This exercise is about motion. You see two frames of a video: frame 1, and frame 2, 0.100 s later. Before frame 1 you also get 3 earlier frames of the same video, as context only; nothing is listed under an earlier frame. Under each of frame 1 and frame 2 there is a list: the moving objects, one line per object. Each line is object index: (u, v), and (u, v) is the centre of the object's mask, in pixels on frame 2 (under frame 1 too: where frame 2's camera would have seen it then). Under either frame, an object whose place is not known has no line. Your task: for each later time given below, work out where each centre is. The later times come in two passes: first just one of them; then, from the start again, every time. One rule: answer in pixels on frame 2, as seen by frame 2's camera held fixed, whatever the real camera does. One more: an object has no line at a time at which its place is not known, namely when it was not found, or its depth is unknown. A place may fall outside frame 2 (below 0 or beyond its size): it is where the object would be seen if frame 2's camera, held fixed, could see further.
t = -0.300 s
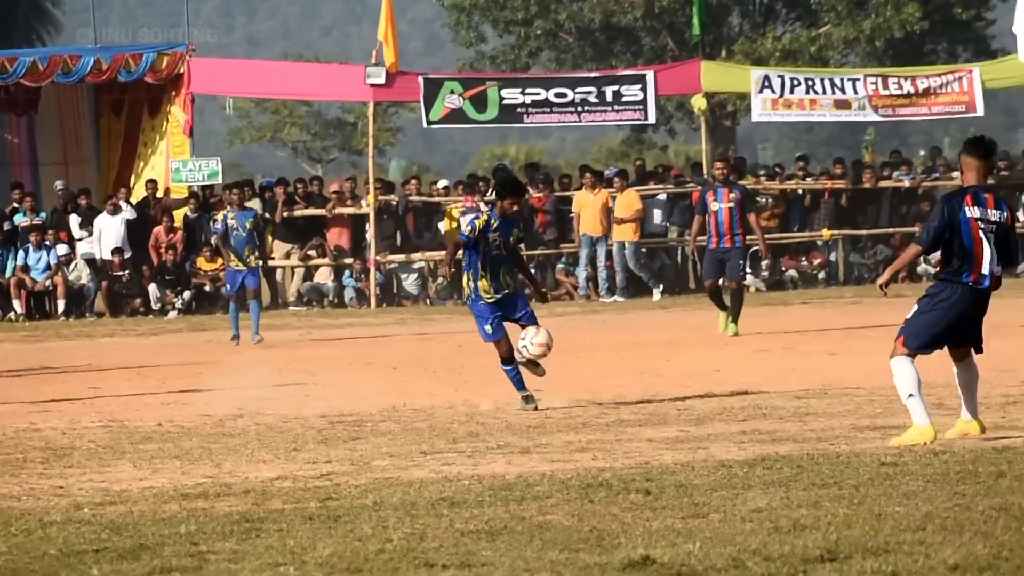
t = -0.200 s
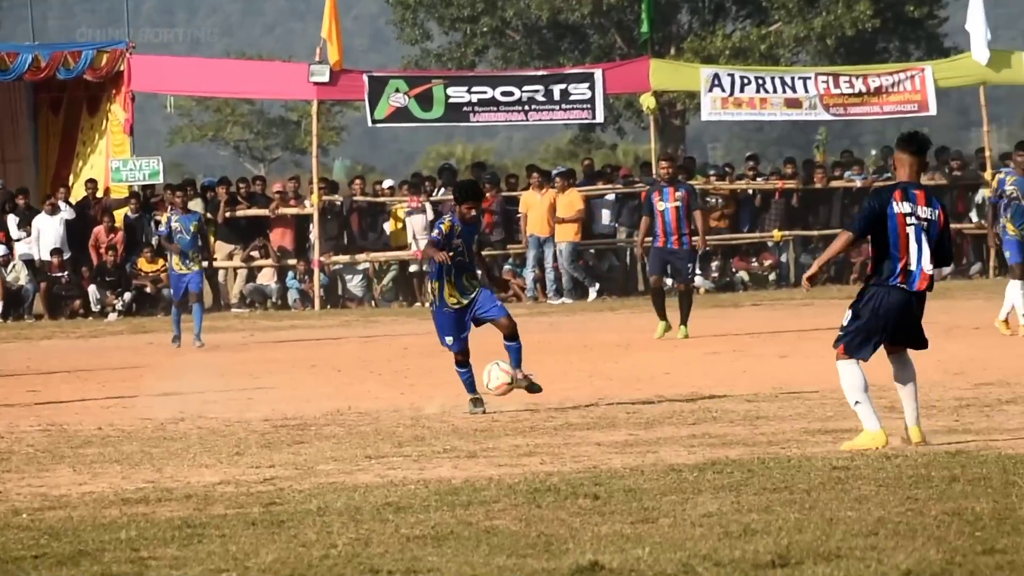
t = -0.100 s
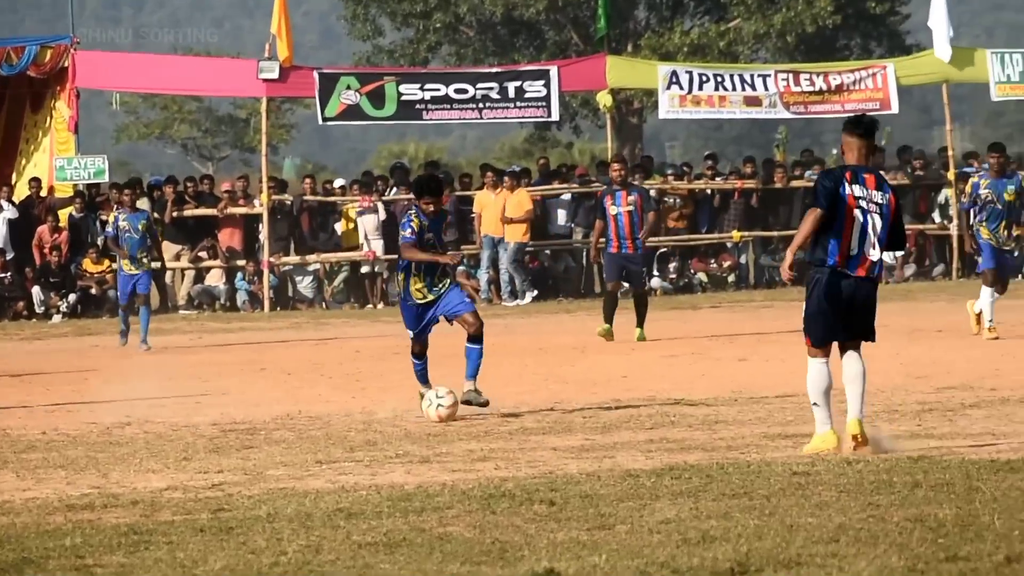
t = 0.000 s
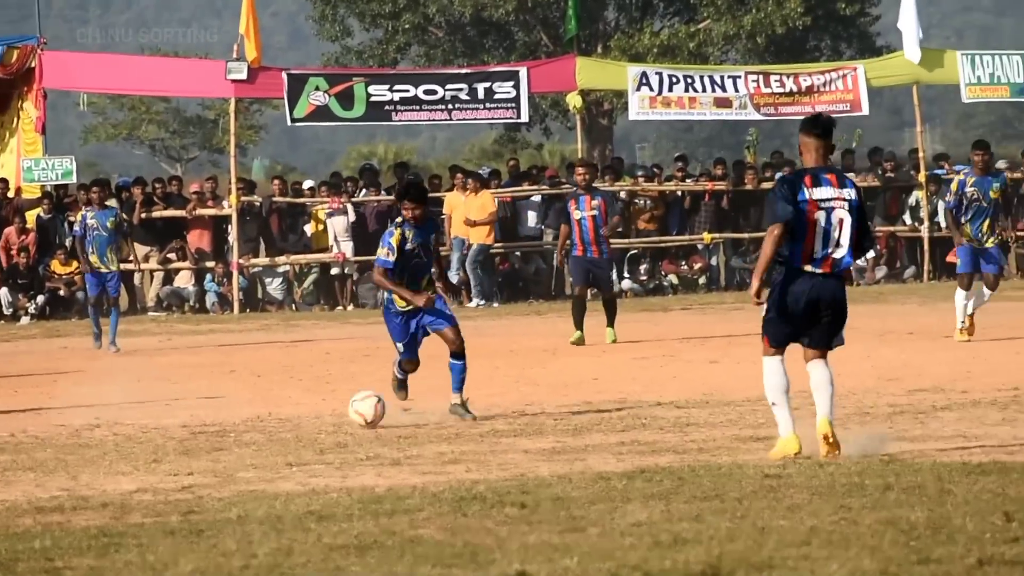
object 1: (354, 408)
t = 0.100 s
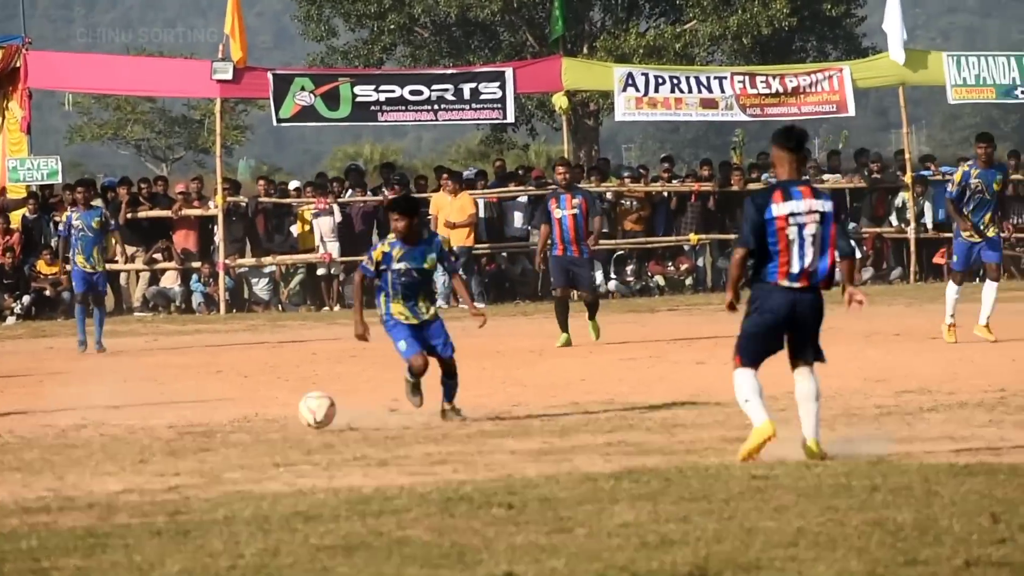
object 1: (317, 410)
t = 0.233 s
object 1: (275, 418)
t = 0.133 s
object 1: (306, 411)
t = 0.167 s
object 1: (294, 414)
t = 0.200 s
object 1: (283, 418)
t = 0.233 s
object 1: (275, 418)
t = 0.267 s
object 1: (267, 419)
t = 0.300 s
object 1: (260, 420)
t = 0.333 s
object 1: (253, 421)
